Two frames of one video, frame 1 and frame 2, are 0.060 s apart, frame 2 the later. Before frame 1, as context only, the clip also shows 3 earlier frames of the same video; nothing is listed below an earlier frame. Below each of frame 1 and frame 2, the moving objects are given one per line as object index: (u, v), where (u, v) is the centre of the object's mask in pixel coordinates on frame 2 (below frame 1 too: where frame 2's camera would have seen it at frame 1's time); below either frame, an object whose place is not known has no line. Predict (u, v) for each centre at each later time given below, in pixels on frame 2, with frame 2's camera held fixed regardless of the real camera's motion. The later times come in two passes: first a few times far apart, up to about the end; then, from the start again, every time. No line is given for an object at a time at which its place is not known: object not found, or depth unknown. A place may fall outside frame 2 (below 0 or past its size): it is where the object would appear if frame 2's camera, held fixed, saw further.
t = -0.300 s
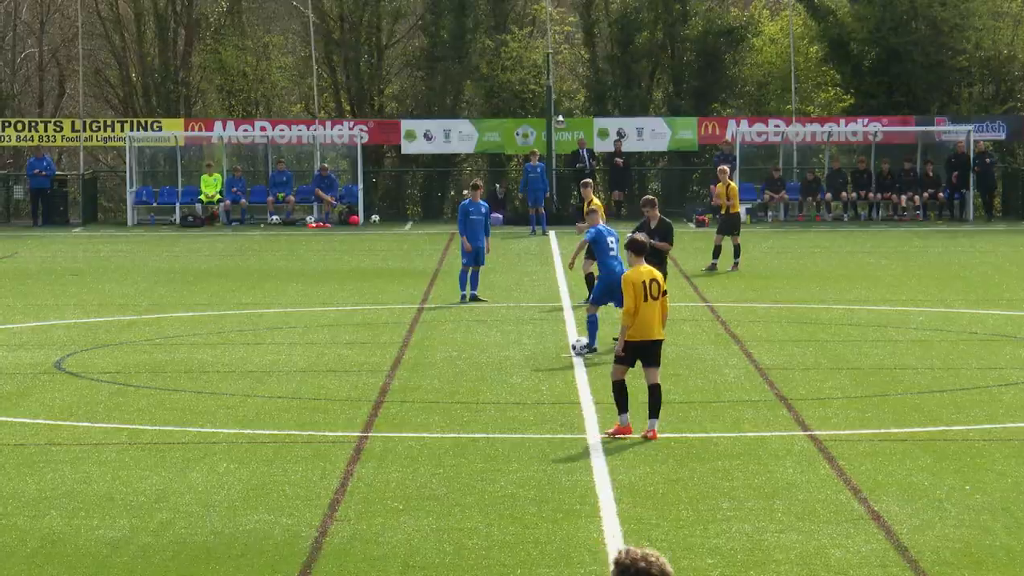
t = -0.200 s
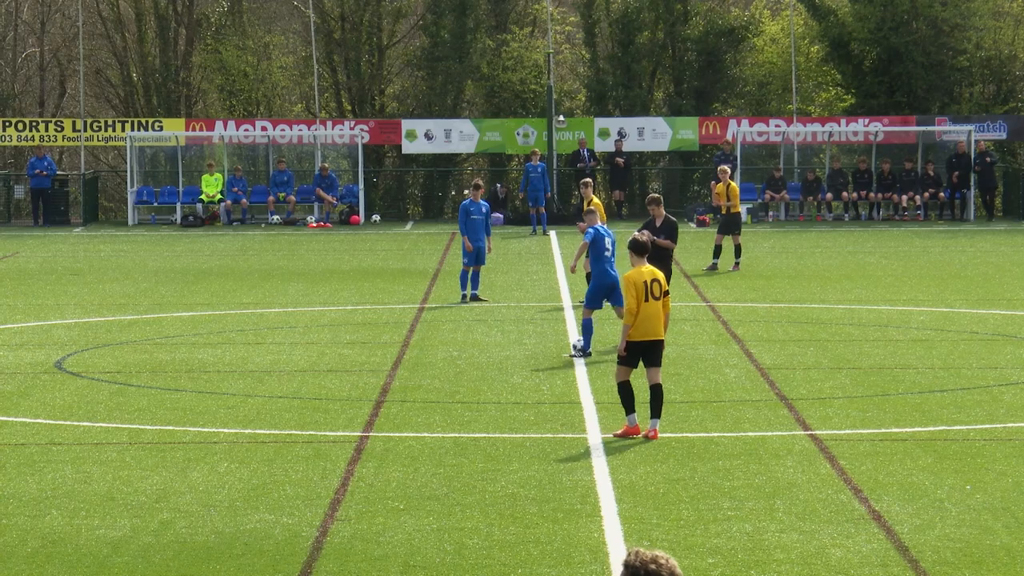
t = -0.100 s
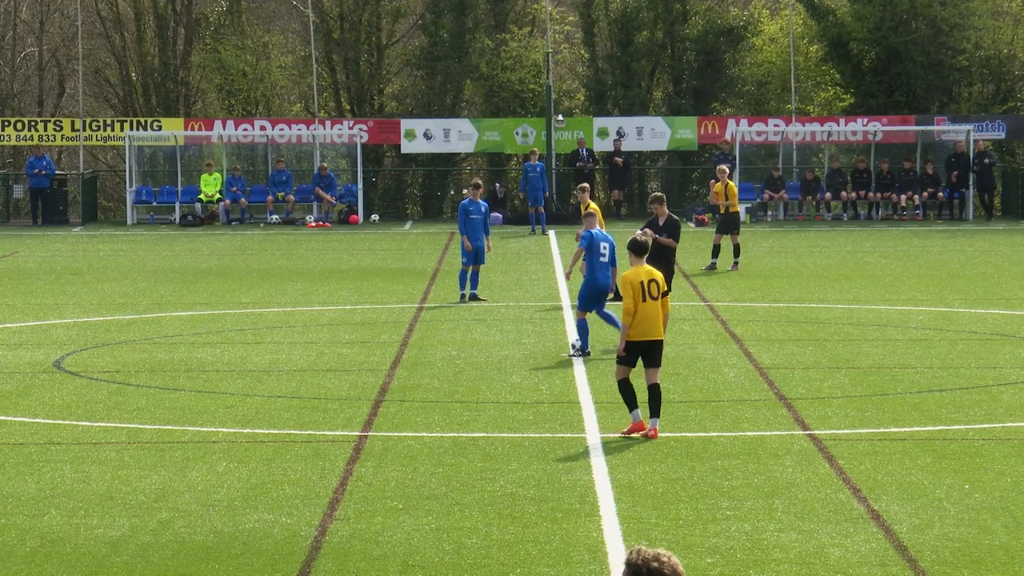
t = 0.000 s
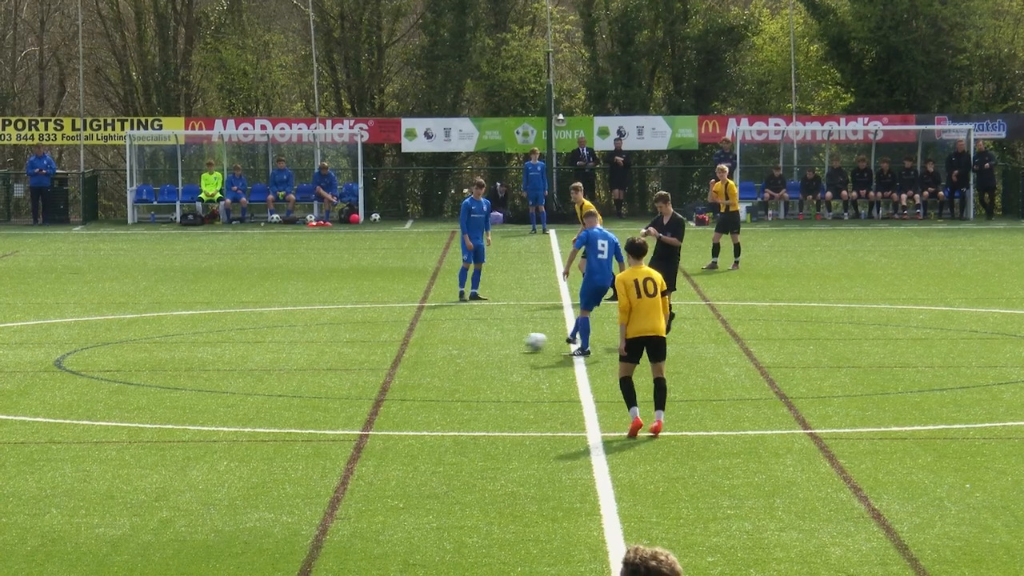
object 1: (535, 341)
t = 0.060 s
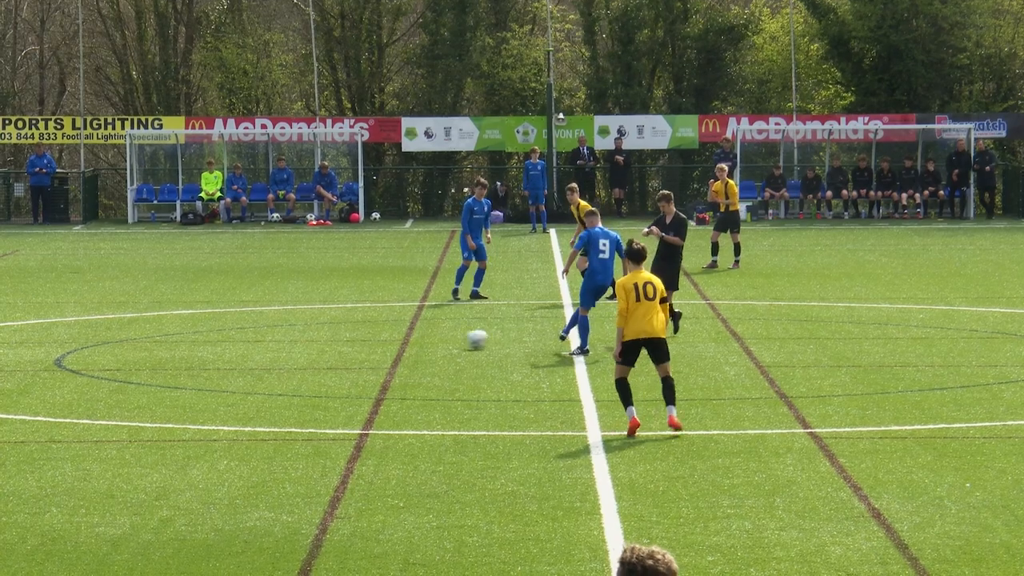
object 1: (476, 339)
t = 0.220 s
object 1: (338, 336)
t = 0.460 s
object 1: (178, 329)
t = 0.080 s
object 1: (456, 339)
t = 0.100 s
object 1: (439, 339)
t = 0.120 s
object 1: (421, 338)
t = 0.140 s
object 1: (404, 336)
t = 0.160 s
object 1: (387, 336)
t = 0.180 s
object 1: (371, 336)
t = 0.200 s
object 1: (354, 336)
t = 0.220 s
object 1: (338, 336)
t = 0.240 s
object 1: (323, 335)
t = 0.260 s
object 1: (309, 334)
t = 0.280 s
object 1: (294, 333)
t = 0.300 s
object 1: (280, 332)
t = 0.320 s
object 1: (266, 333)
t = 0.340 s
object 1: (252, 333)
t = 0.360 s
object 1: (238, 332)
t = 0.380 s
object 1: (226, 331)
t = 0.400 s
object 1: (214, 330)
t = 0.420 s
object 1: (201, 329)
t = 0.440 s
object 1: (189, 329)
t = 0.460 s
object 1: (178, 329)
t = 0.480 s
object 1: (165, 330)
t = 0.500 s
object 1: (154, 330)
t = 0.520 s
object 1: (144, 328)
